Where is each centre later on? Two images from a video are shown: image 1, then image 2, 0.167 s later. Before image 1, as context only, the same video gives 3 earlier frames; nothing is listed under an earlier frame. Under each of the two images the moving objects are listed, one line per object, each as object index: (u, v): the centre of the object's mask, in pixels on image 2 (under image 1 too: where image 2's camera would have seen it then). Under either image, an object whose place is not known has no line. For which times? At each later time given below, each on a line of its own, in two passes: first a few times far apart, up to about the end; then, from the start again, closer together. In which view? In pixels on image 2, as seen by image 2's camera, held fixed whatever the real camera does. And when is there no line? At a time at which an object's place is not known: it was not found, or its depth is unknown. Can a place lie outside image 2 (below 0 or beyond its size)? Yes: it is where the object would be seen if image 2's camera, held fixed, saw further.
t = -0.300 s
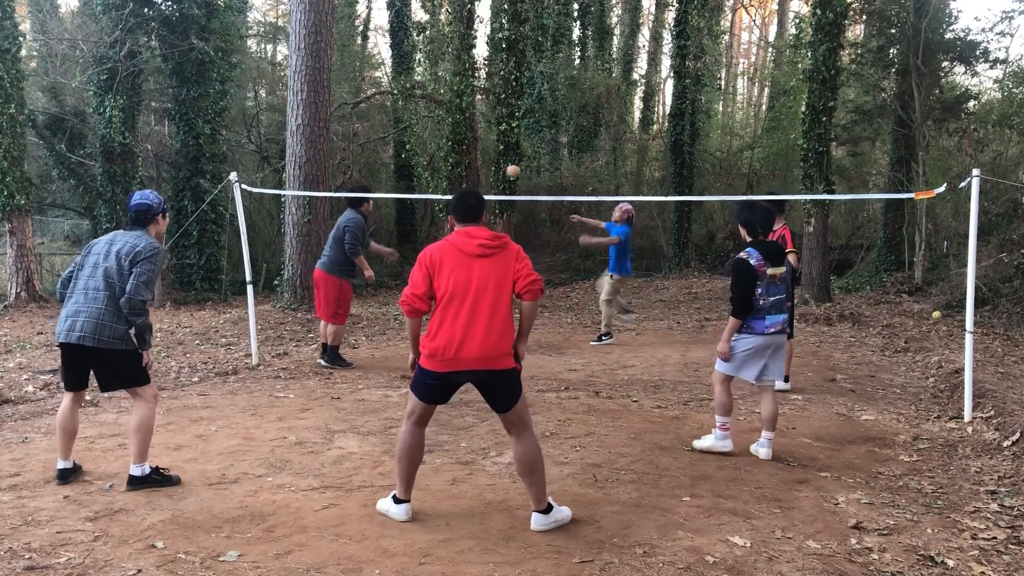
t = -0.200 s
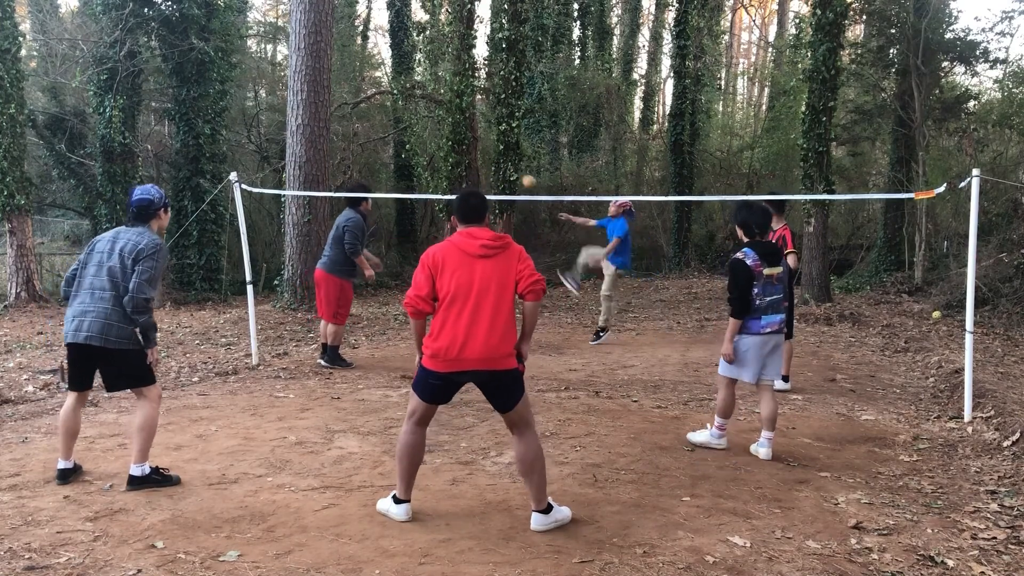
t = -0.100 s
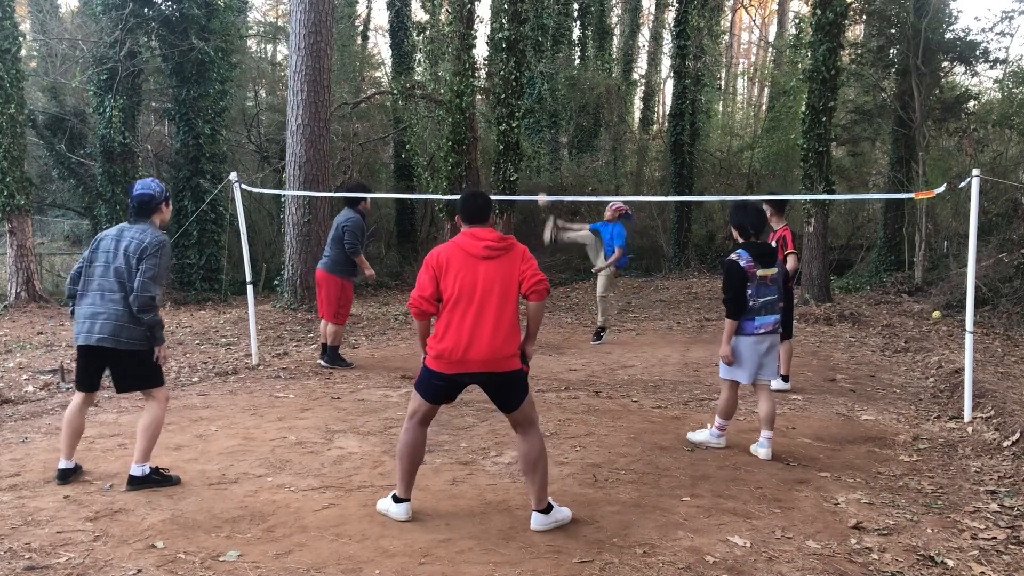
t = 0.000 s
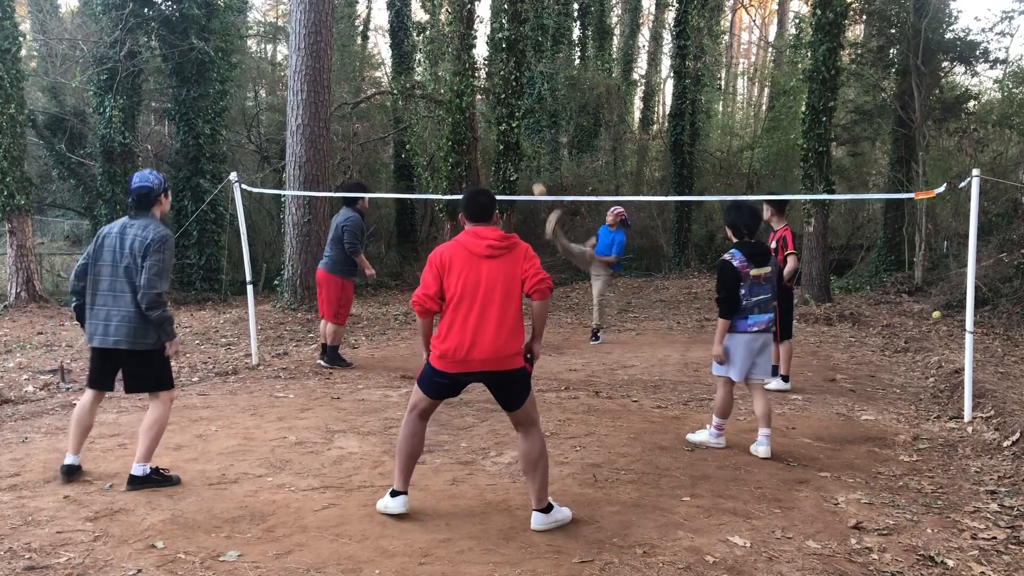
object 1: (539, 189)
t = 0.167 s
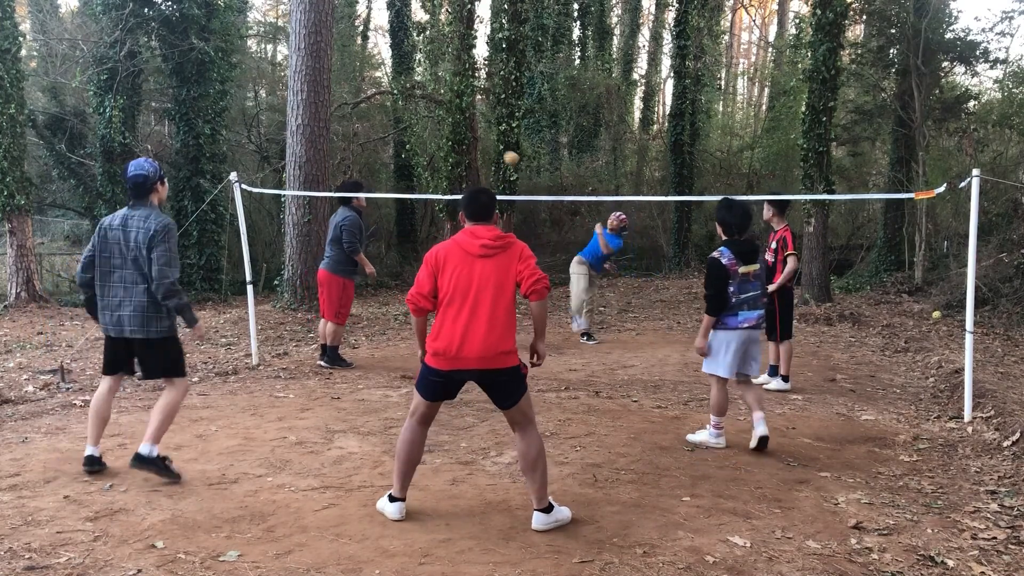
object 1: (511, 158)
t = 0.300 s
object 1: (484, 150)
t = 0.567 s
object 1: (410, 196)
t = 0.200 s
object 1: (504, 154)
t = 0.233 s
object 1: (497, 151)
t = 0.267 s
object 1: (490, 150)
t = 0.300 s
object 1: (484, 150)
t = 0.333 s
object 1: (475, 150)
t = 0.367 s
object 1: (467, 152)
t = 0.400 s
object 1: (459, 156)
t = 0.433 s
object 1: (450, 161)
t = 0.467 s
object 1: (440, 167)
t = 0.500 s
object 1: (430, 175)
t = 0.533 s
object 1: (421, 185)
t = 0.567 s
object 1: (410, 196)
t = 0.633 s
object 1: (388, 226)
